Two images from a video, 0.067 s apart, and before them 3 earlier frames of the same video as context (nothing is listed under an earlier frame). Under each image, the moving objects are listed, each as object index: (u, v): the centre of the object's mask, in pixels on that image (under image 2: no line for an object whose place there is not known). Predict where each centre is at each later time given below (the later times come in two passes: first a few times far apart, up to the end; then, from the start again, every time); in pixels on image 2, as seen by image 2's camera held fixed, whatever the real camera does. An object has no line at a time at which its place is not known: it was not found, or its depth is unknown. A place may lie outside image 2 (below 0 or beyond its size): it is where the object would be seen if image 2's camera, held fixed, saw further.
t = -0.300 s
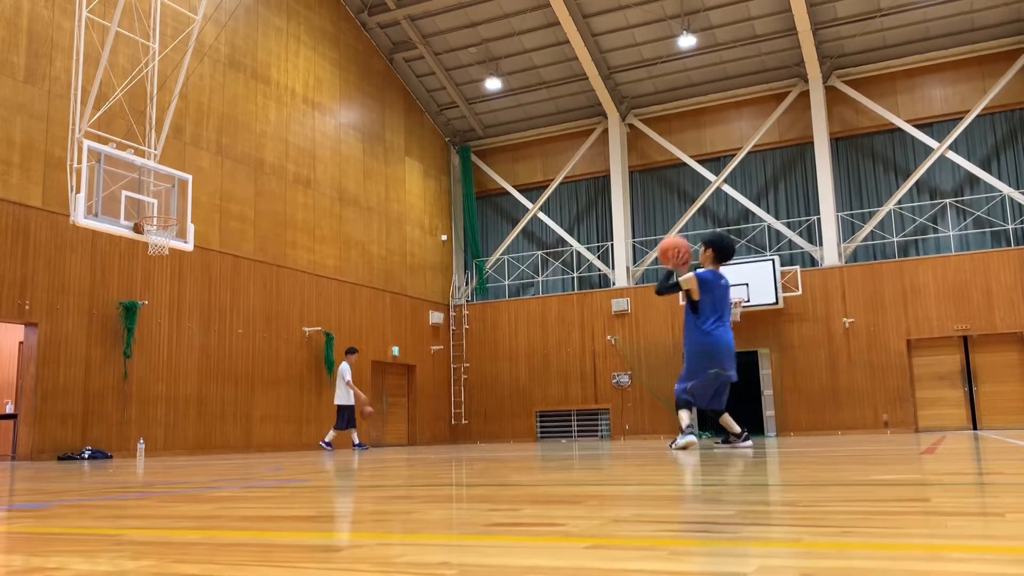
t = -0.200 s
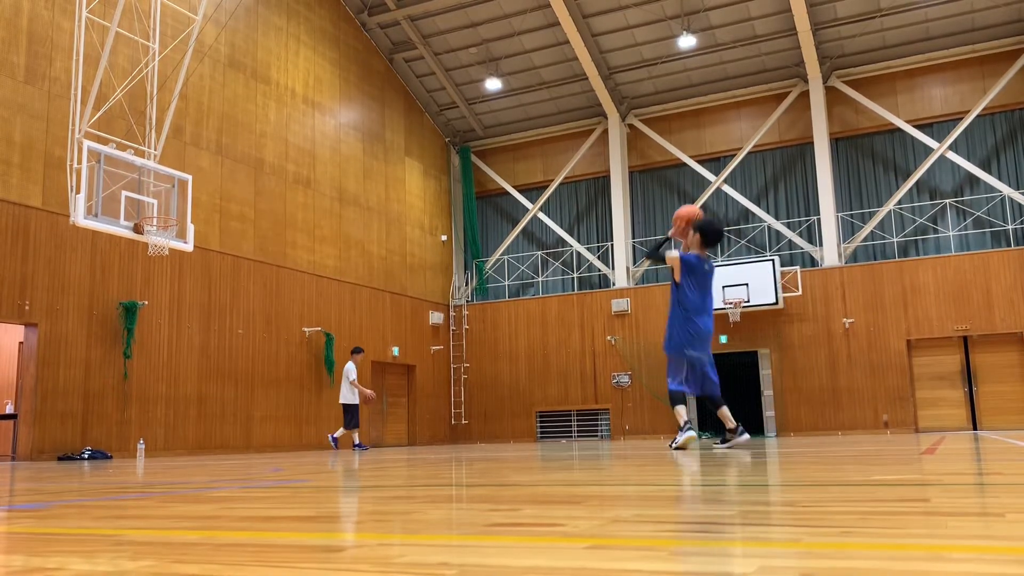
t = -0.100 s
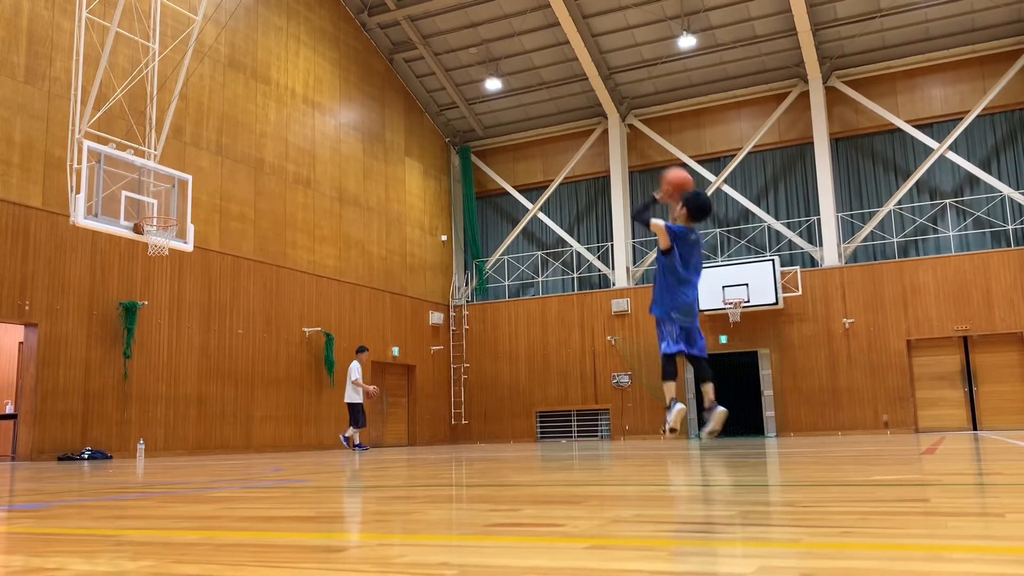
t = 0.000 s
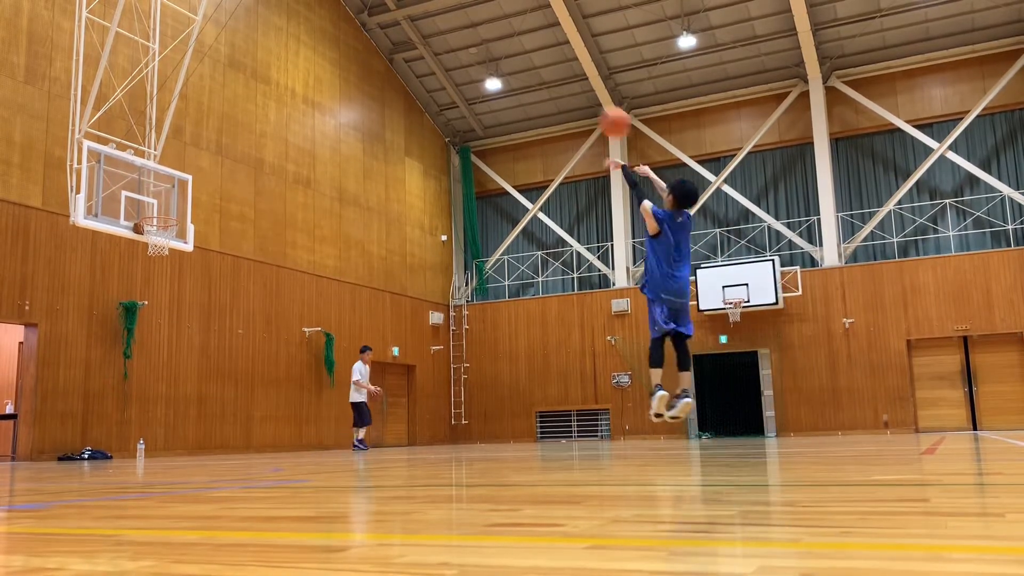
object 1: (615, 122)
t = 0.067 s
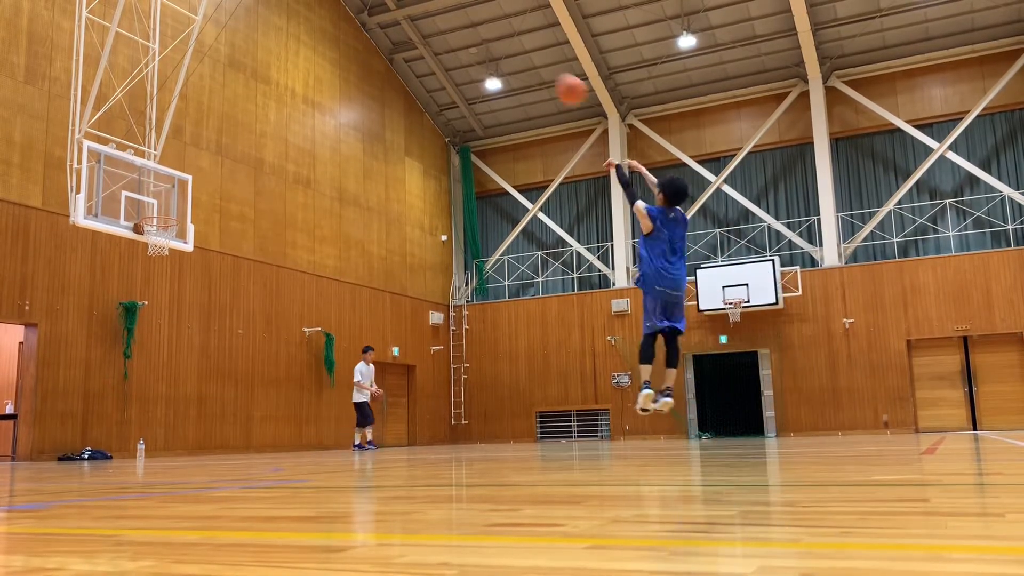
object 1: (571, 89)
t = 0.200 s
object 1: (493, 46)
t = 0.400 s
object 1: (398, 21)
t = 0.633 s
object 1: (307, 40)
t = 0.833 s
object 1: (243, 88)
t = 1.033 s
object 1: (186, 158)
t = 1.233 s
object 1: (150, 211)
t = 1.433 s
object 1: (195, 204)
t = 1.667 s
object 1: (251, 226)
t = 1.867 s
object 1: (299, 273)
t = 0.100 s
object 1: (551, 76)
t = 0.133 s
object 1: (531, 65)
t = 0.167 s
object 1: (511, 54)
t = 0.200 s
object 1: (493, 46)
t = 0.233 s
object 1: (476, 39)
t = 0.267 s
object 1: (459, 33)
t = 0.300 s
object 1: (442, 28)
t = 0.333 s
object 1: (428, 25)
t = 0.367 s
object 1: (412, 22)
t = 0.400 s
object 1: (398, 21)
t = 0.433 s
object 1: (384, 21)
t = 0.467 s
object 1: (370, 22)
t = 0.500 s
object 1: (357, 24)
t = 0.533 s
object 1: (344, 27)
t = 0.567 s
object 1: (331, 30)
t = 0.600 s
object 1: (320, 34)
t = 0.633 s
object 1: (307, 40)
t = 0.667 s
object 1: (296, 46)
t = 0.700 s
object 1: (285, 53)
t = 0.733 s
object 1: (274, 61)
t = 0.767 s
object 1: (264, 69)
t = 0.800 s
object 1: (253, 78)
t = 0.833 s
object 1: (243, 88)
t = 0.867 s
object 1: (232, 98)
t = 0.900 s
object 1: (223, 109)
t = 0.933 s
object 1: (213, 120)
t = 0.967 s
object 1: (203, 131)
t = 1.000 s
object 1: (195, 144)
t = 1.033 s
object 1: (186, 158)
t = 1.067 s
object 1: (176, 171)
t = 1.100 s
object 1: (167, 186)
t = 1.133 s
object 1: (159, 200)
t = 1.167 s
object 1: (152, 210)
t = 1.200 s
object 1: (151, 210)
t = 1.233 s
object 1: (150, 211)
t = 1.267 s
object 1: (151, 210)
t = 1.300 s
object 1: (161, 207)
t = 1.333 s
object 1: (169, 205)
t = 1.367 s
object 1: (178, 204)
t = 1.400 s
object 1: (187, 204)
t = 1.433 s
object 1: (195, 204)
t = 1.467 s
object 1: (203, 204)
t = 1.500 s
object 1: (211, 206)
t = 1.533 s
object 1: (219, 209)
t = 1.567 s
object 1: (229, 211)
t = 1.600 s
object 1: (236, 215)
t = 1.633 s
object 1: (244, 220)
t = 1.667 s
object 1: (251, 226)
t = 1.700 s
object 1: (259, 232)
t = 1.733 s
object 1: (267, 238)
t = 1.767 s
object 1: (275, 246)
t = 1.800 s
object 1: (282, 255)
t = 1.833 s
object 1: (291, 262)
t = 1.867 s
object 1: (299, 273)
